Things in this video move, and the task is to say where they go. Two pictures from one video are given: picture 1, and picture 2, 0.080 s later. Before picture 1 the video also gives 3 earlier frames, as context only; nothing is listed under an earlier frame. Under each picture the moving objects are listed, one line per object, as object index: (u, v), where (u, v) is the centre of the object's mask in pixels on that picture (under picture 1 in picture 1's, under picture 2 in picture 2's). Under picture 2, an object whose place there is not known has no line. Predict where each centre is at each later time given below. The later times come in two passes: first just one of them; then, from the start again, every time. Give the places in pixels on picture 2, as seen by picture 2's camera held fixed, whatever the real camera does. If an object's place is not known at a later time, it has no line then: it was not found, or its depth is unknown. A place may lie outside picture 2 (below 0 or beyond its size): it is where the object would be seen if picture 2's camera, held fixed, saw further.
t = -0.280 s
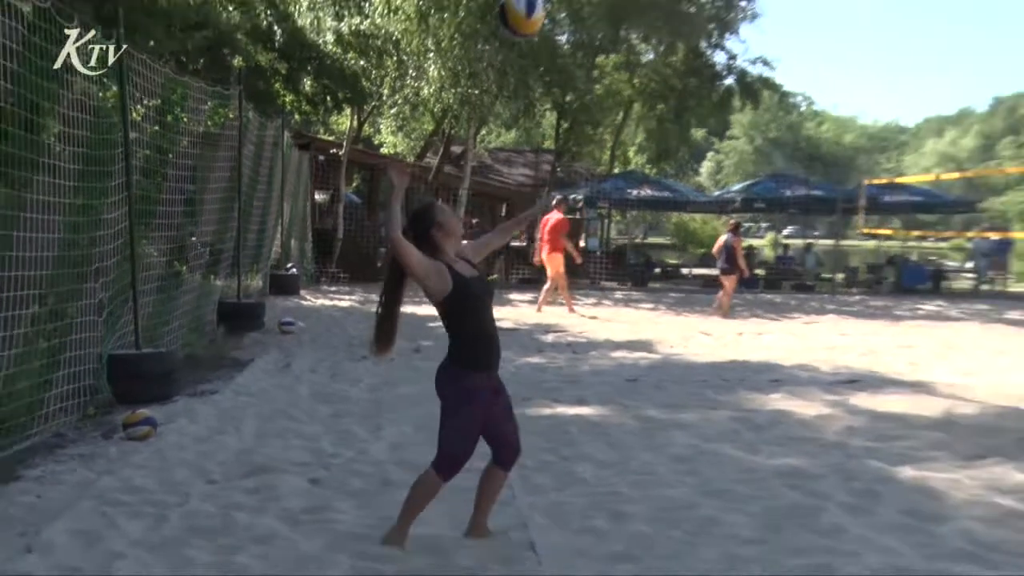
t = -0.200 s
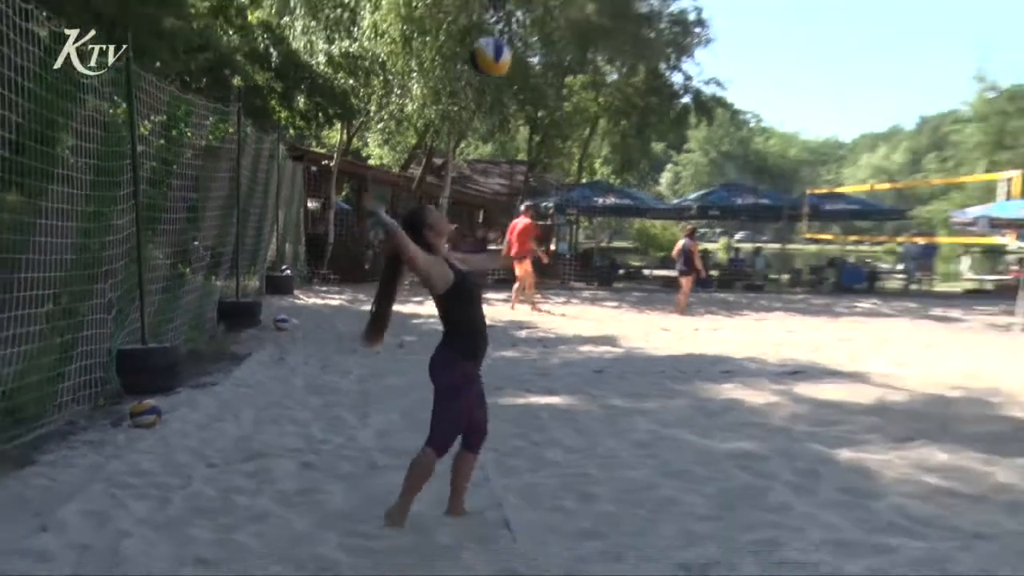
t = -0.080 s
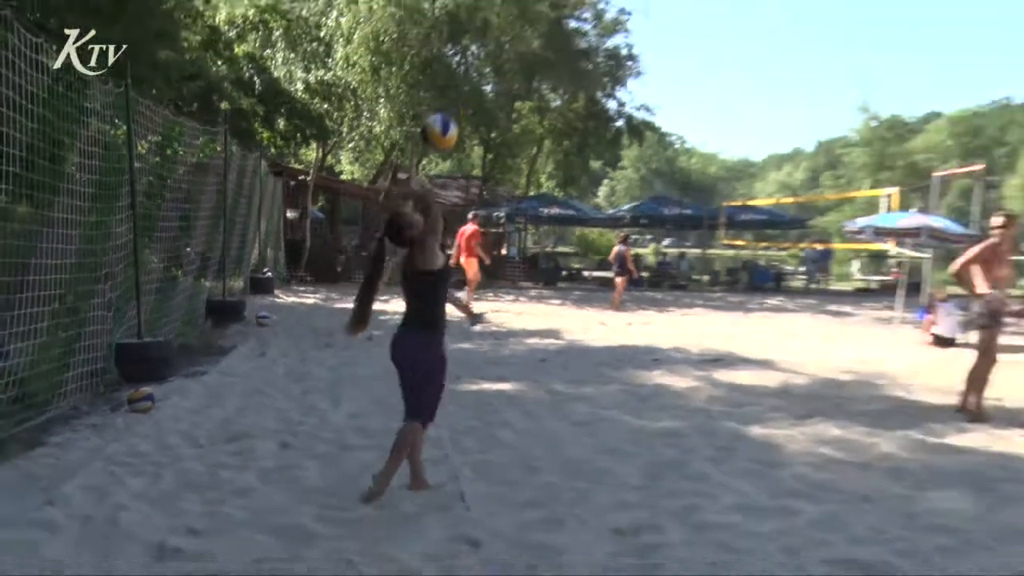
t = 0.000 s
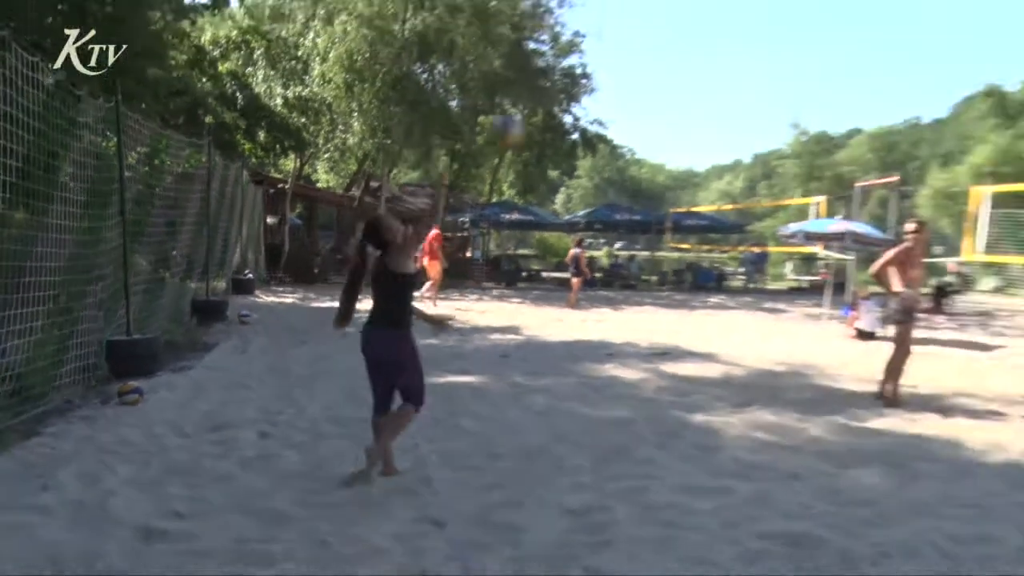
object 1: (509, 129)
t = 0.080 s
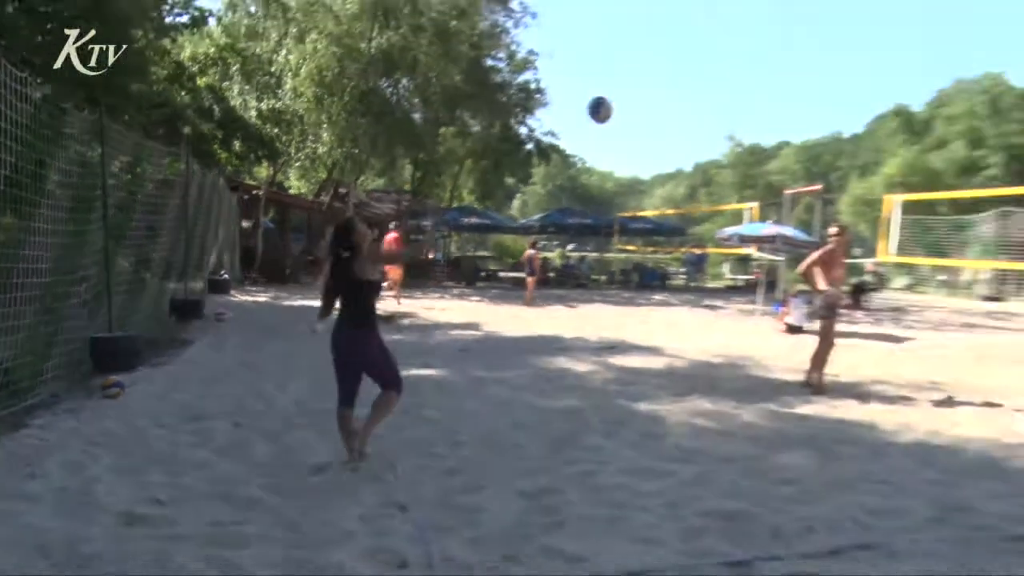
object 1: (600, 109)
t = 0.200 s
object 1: (763, 88)
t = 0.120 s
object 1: (659, 100)
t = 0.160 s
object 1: (714, 93)
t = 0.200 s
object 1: (763, 88)
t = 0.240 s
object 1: (808, 84)
